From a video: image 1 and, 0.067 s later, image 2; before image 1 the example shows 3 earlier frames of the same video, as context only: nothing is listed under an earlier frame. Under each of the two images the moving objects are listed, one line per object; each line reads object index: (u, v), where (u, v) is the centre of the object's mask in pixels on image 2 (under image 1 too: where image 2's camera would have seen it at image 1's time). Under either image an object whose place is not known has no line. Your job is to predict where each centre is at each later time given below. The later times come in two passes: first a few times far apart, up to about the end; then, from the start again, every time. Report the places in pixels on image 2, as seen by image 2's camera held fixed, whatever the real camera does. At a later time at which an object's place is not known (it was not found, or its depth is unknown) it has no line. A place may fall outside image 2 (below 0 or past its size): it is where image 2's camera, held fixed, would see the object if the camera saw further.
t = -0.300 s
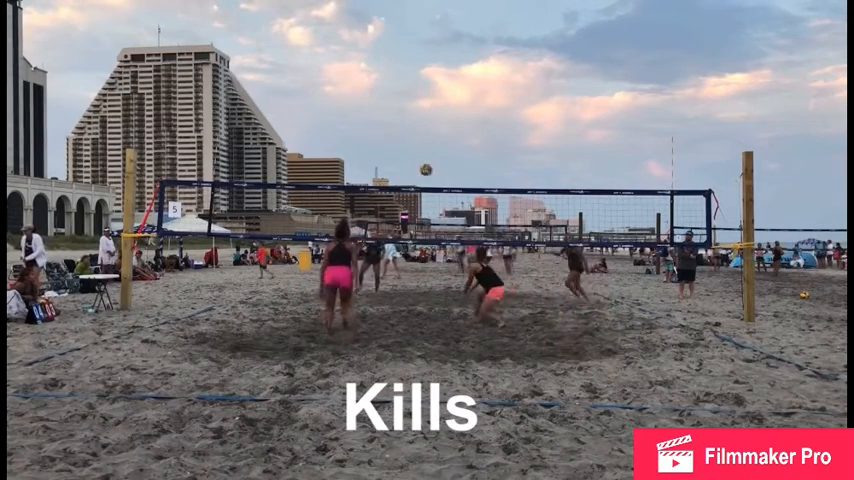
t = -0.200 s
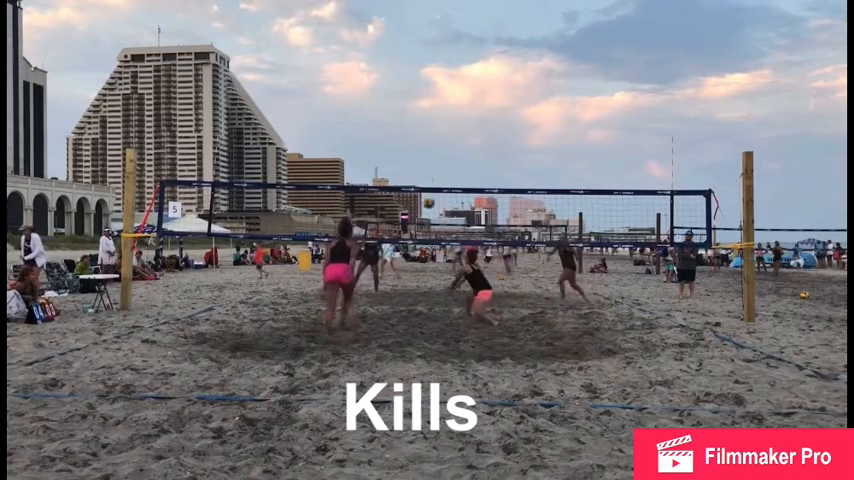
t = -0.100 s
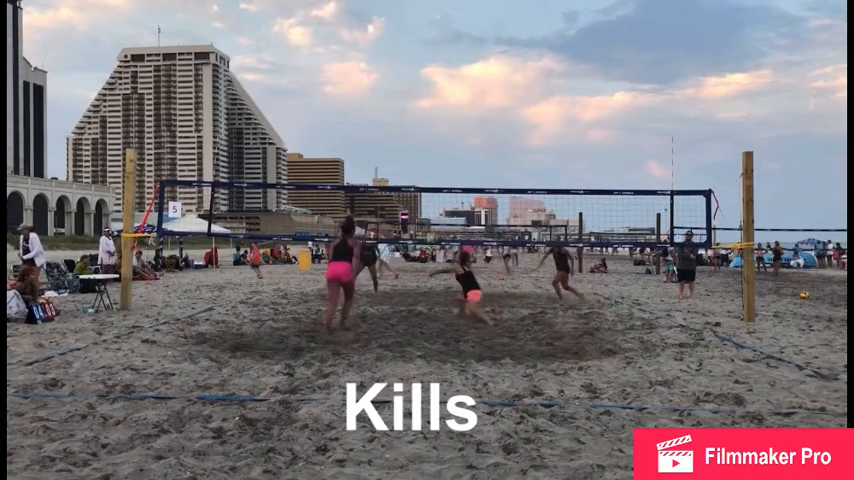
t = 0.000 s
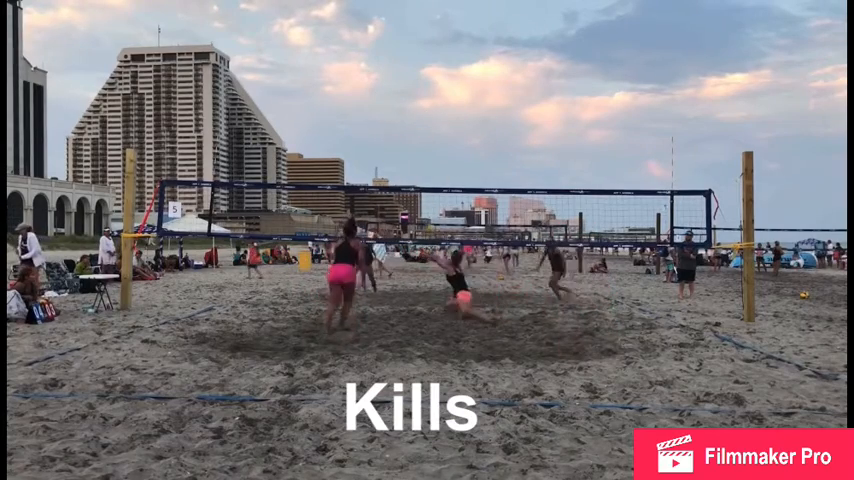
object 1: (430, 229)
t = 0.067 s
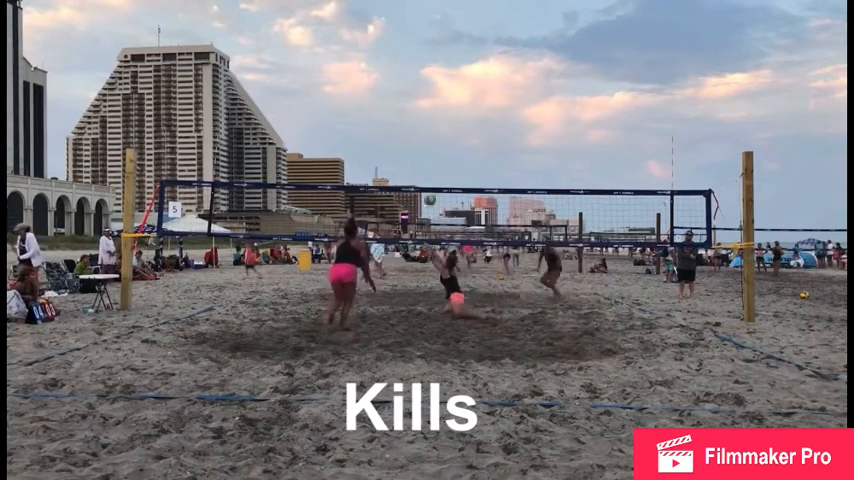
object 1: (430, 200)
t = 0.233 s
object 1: (427, 133)
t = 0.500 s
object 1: (421, 59)
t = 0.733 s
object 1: (415, 31)
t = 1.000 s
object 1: (409, 37)
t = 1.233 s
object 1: (403, 78)
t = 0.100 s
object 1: (429, 184)
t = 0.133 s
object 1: (429, 170)
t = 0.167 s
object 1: (428, 157)
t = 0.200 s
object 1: (427, 144)
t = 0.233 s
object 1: (427, 133)
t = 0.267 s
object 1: (426, 121)
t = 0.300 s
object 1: (425, 110)
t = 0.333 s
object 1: (424, 100)
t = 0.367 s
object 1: (424, 91)
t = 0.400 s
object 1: (423, 82)
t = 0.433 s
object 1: (422, 74)
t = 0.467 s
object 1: (421, 66)
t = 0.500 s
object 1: (421, 59)
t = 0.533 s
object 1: (420, 53)
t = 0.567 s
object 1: (419, 47)
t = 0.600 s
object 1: (418, 43)
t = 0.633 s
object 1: (417, 39)
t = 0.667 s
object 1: (417, 35)
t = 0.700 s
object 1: (416, 32)
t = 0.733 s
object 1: (415, 31)
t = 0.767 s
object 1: (414, 29)
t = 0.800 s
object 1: (414, 28)
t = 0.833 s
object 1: (413, 28)
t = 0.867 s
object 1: (412, 29)
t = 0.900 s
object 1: (411, 30)
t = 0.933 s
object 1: (411, 32)
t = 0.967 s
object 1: (410, 34)
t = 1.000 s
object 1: (409, 37)
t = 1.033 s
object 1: (408, 41)
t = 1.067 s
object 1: (407, 46)
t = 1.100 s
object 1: (407, 51)
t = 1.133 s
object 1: (406, 56)
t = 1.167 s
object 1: (405, 63)
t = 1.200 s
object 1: (404, 70)
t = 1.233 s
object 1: (403, 78)
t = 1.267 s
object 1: (402, 86)
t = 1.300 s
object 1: (401, 95)
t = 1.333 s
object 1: (401, 104)
